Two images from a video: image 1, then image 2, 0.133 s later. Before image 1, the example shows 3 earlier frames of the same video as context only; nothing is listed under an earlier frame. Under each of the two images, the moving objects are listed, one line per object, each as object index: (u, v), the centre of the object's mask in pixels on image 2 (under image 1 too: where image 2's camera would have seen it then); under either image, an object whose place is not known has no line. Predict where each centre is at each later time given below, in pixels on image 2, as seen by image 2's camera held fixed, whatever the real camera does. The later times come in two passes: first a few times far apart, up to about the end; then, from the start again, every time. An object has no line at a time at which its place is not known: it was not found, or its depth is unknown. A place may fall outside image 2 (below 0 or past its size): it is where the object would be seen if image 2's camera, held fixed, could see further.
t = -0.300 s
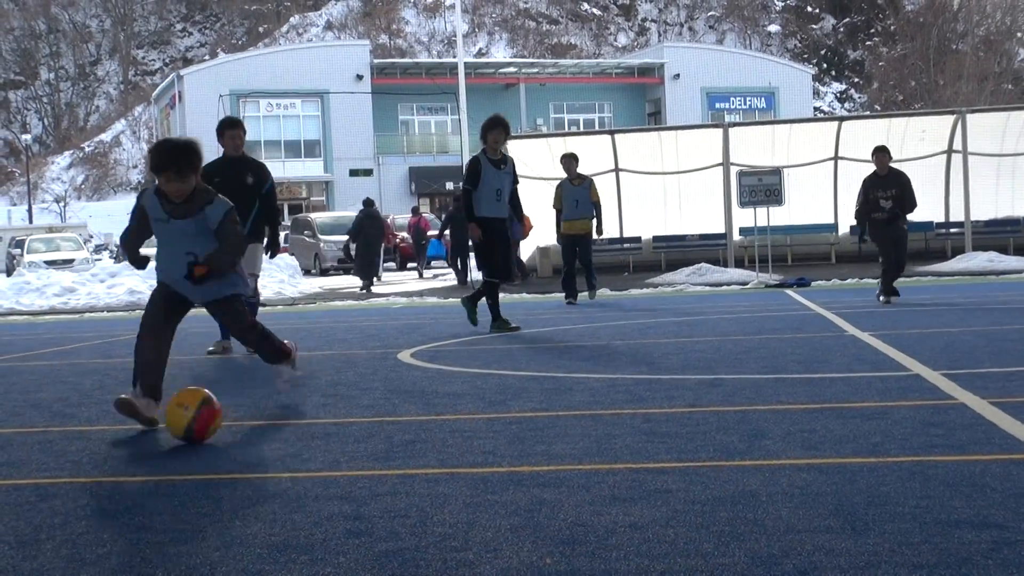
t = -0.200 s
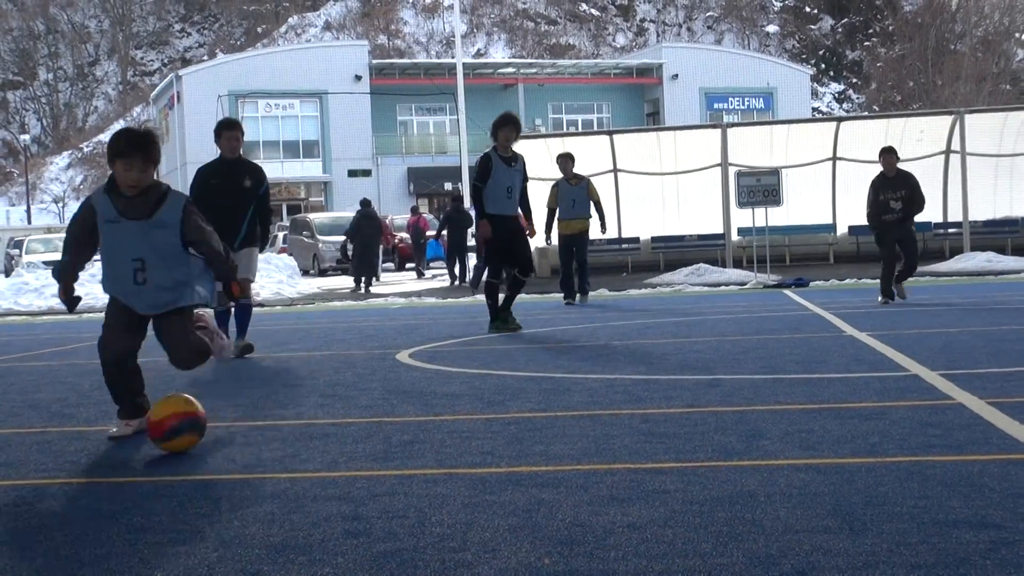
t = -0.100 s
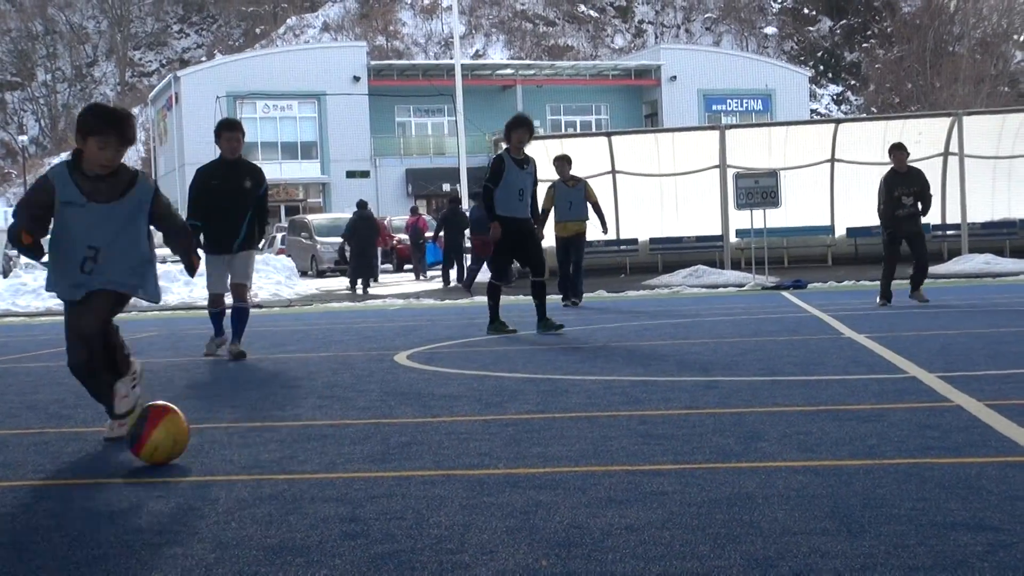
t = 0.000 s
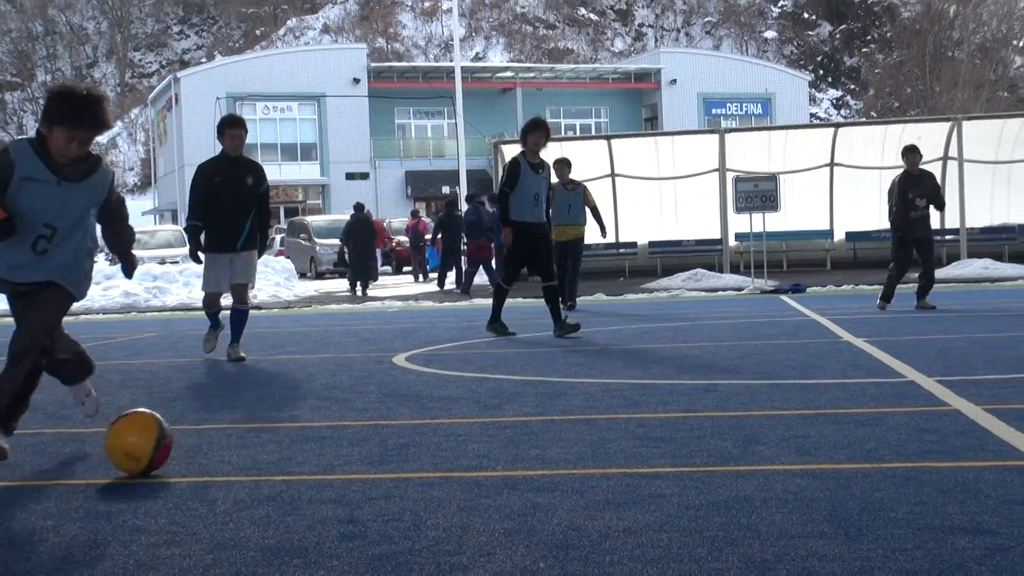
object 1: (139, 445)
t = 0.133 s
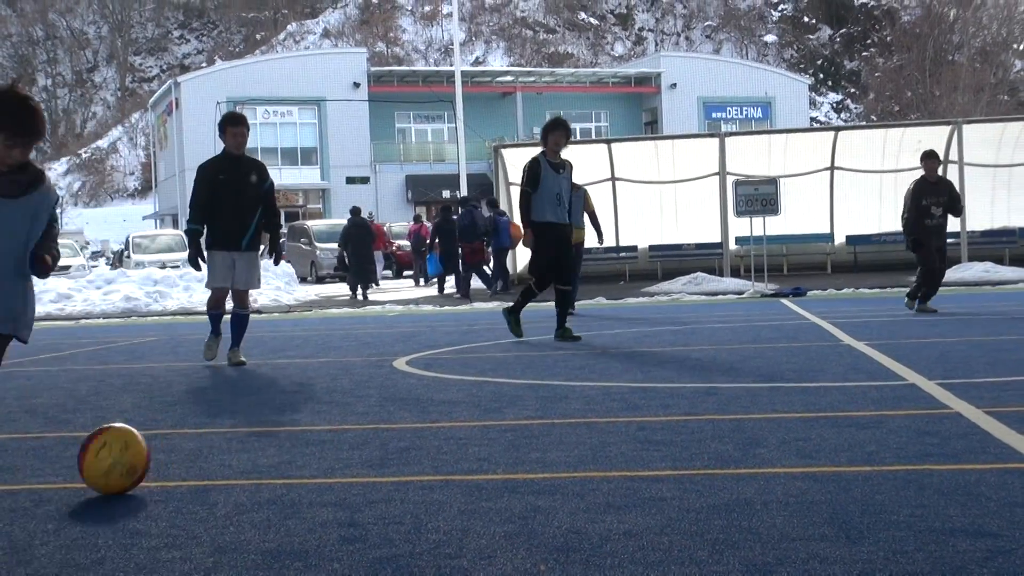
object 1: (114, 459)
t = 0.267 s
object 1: (87, 474)
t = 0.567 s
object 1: (25, 519)
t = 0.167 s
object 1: (107, 463)
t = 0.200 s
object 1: (101, 467)
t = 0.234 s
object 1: (94, 471)
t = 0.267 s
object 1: (87, 474)
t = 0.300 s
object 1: (80, 478)
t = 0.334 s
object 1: (72, 482)
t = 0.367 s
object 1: (63, 485)
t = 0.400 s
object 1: (55, 490)
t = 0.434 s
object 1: (47, 496)
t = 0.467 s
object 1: (39, 501)
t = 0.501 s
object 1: (34, 506)
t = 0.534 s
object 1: (29, 513)
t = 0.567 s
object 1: (25, 519)
